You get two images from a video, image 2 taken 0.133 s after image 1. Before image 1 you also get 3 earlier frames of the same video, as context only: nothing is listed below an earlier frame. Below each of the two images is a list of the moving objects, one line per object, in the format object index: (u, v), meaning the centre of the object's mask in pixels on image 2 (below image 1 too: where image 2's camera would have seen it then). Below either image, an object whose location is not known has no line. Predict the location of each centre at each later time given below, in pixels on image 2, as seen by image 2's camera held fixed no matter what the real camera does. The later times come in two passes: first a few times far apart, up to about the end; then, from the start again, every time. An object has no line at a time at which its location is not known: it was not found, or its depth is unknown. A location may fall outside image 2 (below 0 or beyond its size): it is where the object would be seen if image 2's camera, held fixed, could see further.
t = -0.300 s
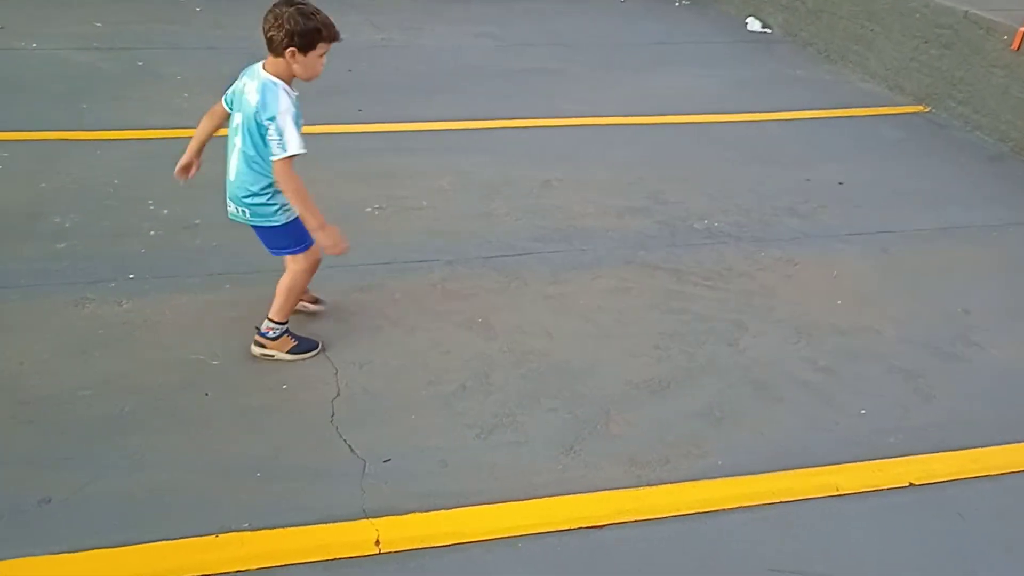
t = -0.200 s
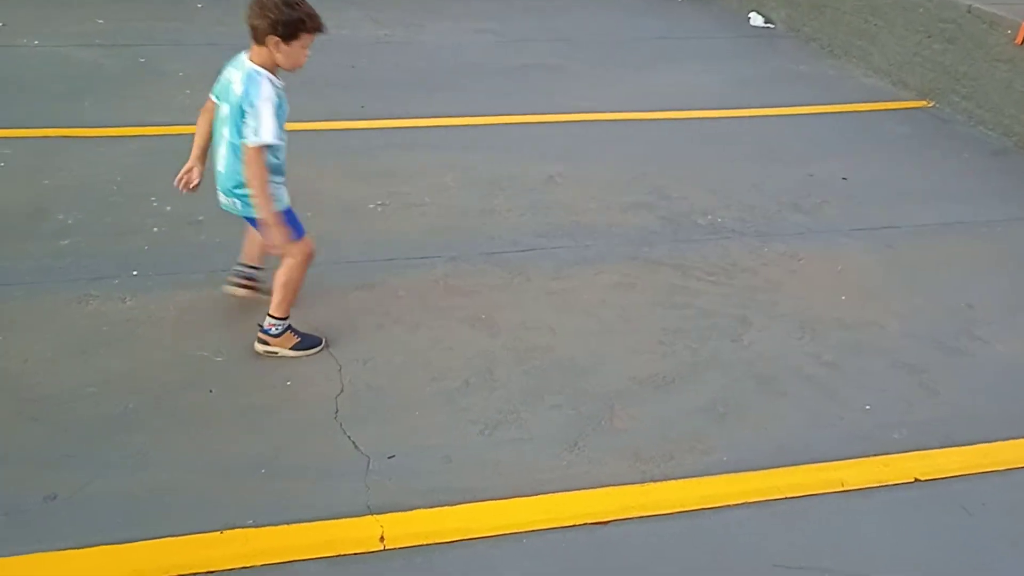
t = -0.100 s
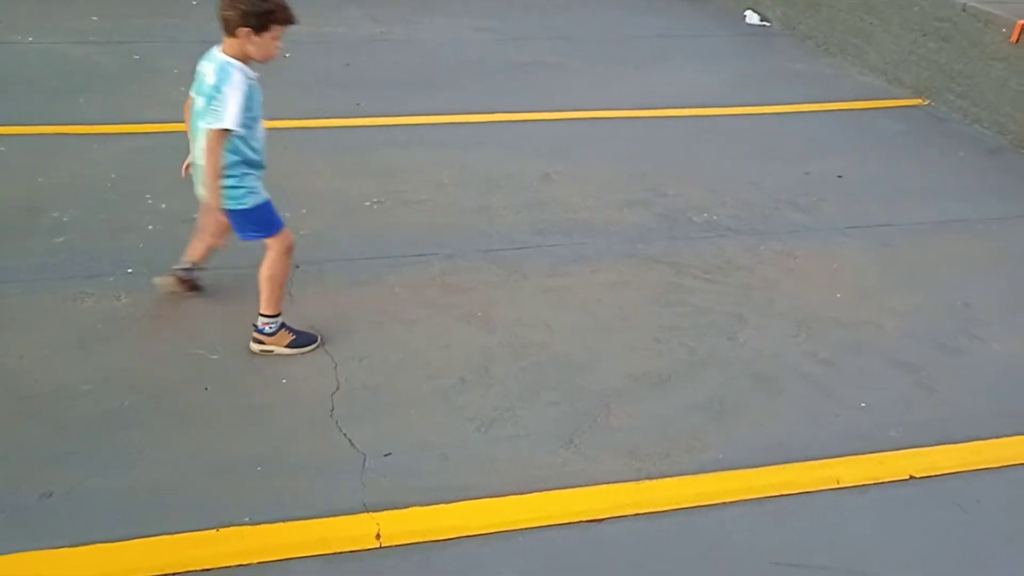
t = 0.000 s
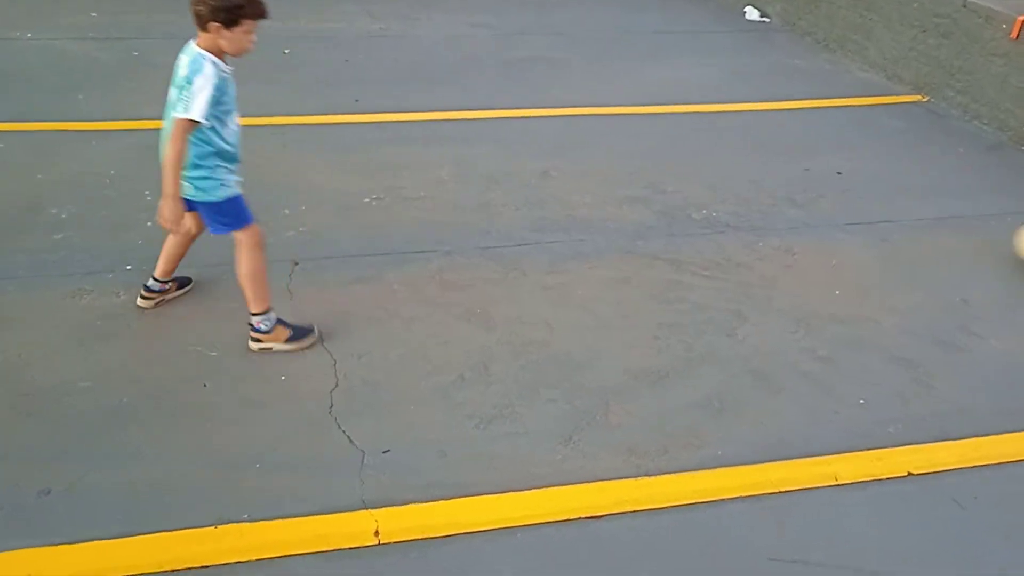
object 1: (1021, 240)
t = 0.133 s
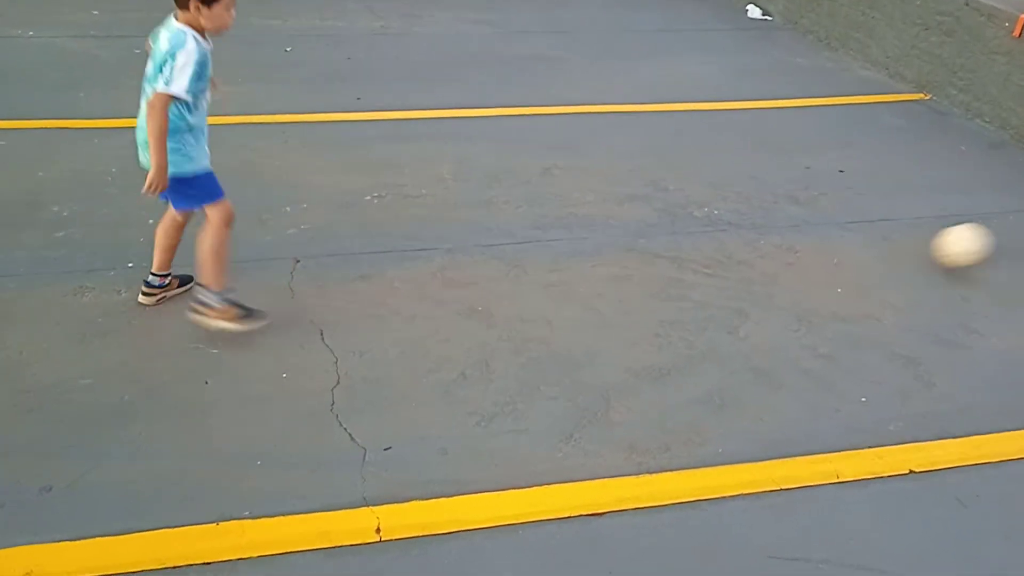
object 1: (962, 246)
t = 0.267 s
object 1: (892, 247)
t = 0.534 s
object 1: (767, 255)
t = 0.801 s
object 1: (648, 262)
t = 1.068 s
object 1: (522, 272)
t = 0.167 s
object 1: (940, 252)
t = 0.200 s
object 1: (923, 251)
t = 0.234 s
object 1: (908, 247)
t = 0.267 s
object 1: (892, 247)
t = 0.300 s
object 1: (875, 248)
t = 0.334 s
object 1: (856, 252)
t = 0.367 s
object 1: (839, 255)
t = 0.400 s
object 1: (826, 252)
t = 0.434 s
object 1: (811, 252)
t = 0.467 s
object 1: (796, 254)
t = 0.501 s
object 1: (781, 257)
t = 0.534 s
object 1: (767, 255)
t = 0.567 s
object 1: (753, 255)
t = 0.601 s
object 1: (738, 257)
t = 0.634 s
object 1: (724, 260)
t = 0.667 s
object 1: (710, 260)
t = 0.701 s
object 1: (695, 260)
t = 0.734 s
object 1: (679, 262)
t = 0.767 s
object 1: (664, 262)
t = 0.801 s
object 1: (648, 262)
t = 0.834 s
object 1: (633, 264)
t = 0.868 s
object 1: (617, 266)
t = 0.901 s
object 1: (602, 265)
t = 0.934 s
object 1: (588, 267)
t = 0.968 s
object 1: (572, 269)
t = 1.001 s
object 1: (556, 269)
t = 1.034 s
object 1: (539, 271)
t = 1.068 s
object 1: (522, 272)
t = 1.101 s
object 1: (506, 273)
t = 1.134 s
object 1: (490, 274)
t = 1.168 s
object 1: (474, 275)
